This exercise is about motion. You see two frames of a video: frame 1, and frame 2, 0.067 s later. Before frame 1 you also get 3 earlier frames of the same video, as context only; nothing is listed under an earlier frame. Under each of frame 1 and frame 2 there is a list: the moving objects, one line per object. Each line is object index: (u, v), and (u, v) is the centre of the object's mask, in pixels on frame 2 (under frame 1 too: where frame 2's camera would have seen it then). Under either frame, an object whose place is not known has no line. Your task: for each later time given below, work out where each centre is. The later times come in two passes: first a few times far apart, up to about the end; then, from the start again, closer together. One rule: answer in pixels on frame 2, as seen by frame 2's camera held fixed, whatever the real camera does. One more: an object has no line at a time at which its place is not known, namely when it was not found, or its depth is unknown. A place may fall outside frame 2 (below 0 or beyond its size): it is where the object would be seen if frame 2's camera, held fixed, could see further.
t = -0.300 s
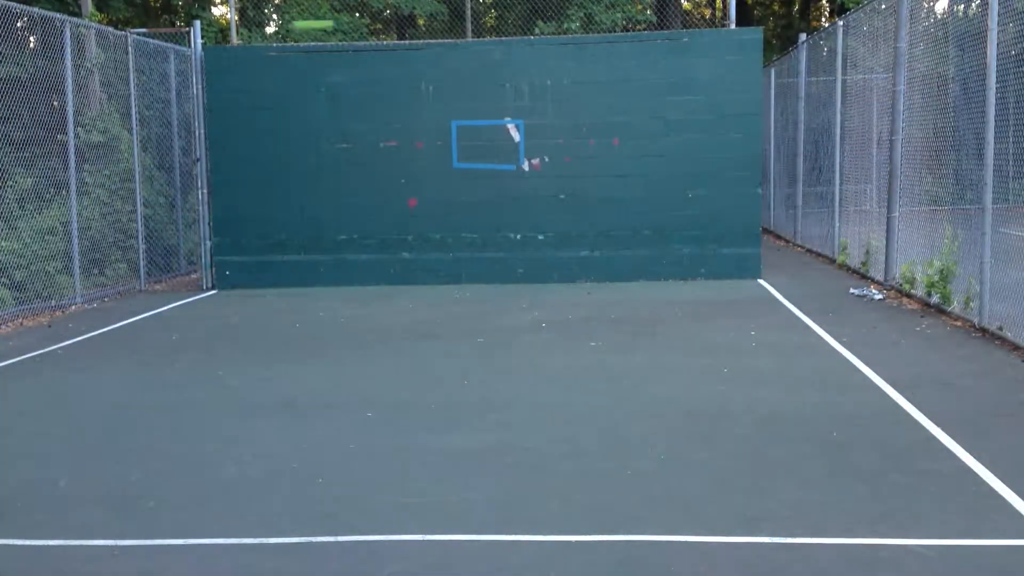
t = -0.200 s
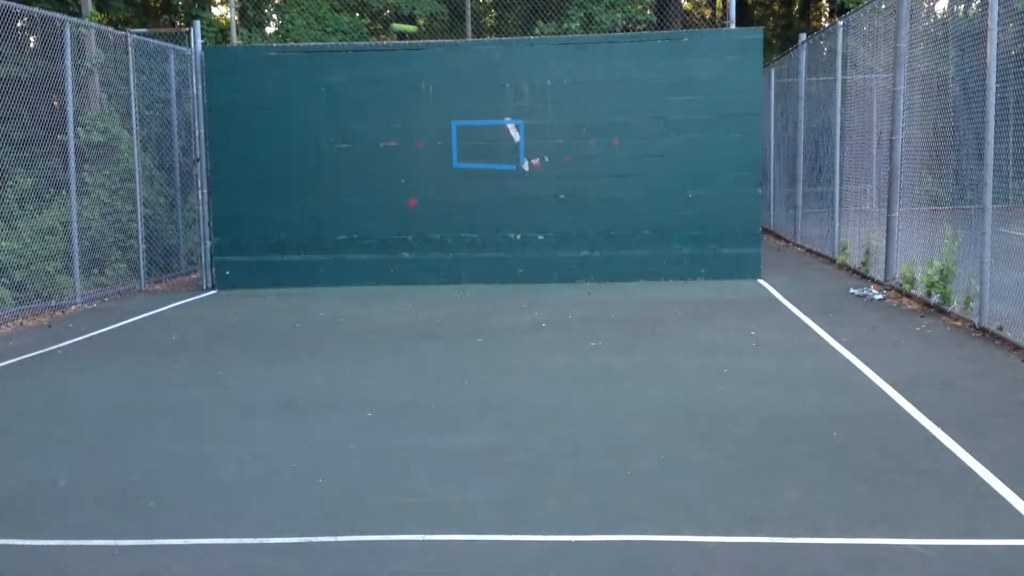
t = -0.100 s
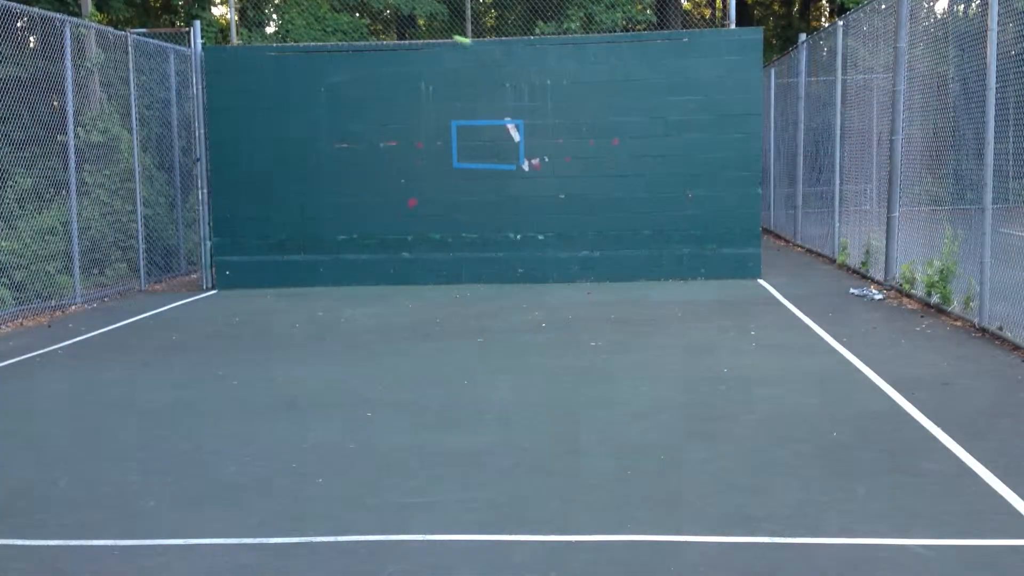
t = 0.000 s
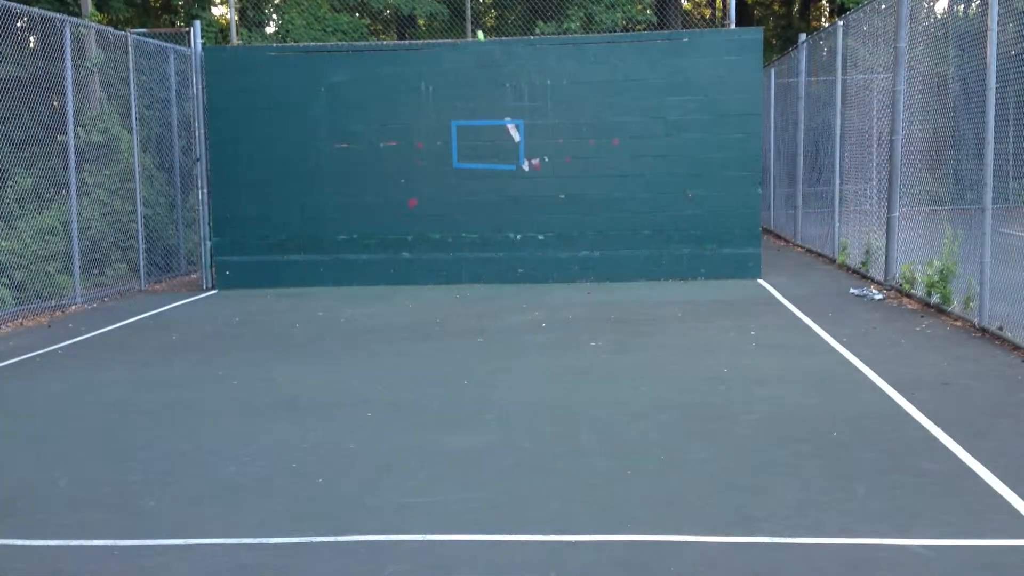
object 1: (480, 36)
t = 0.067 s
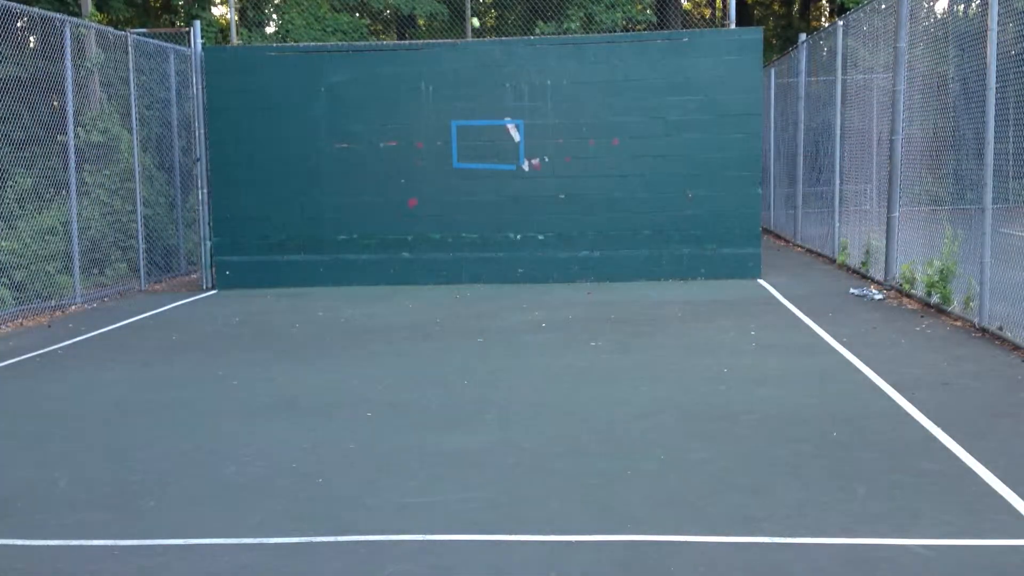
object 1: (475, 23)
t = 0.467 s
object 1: (433, 49)
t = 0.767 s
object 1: (373, 337)
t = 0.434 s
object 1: (438, 36)
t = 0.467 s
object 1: (433, 49)
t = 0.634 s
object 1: (405, 161)
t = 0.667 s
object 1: (398, 196)
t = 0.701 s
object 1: (390, 237)
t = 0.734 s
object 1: (382, 283)
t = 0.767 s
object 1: (373, 337)
